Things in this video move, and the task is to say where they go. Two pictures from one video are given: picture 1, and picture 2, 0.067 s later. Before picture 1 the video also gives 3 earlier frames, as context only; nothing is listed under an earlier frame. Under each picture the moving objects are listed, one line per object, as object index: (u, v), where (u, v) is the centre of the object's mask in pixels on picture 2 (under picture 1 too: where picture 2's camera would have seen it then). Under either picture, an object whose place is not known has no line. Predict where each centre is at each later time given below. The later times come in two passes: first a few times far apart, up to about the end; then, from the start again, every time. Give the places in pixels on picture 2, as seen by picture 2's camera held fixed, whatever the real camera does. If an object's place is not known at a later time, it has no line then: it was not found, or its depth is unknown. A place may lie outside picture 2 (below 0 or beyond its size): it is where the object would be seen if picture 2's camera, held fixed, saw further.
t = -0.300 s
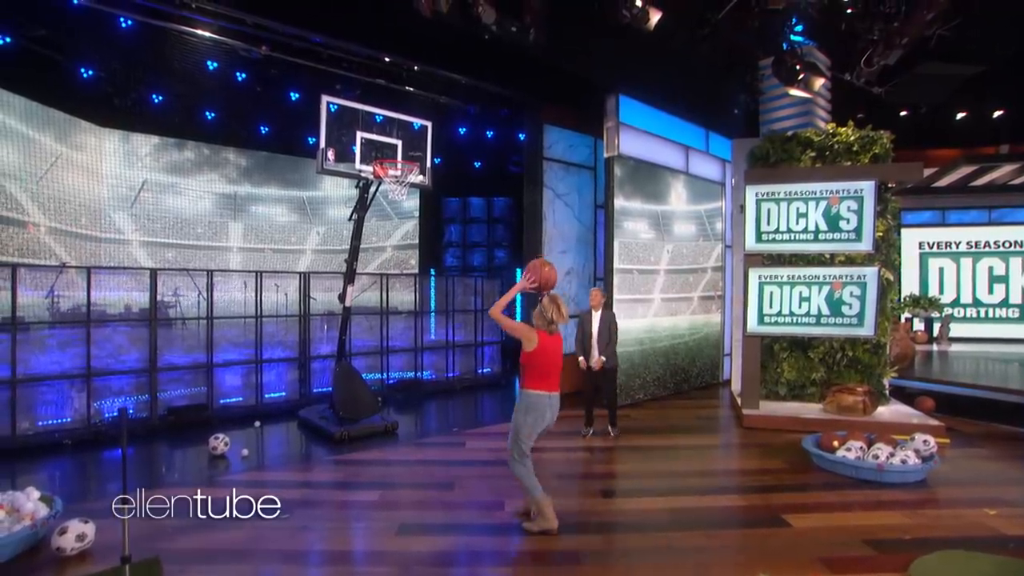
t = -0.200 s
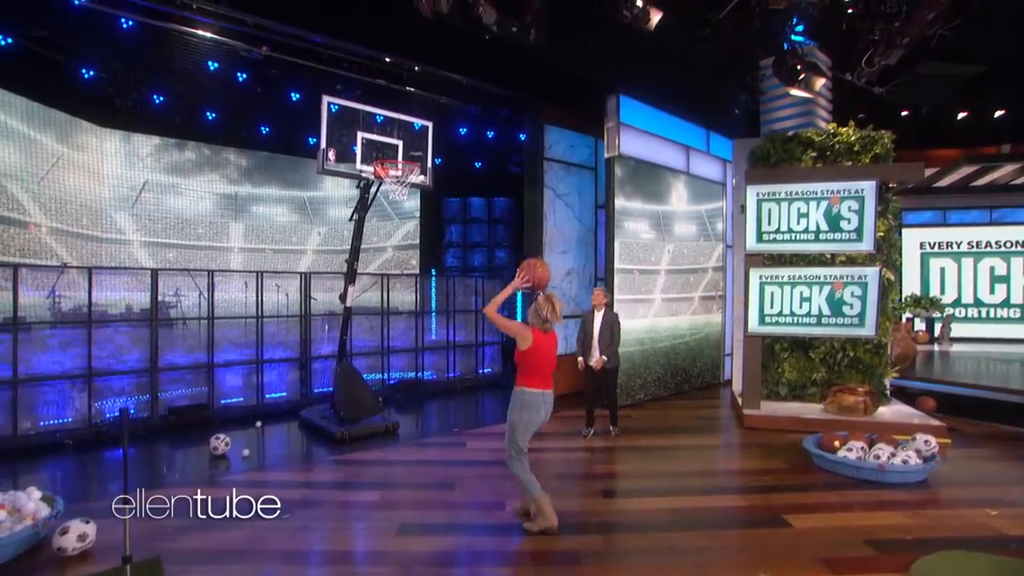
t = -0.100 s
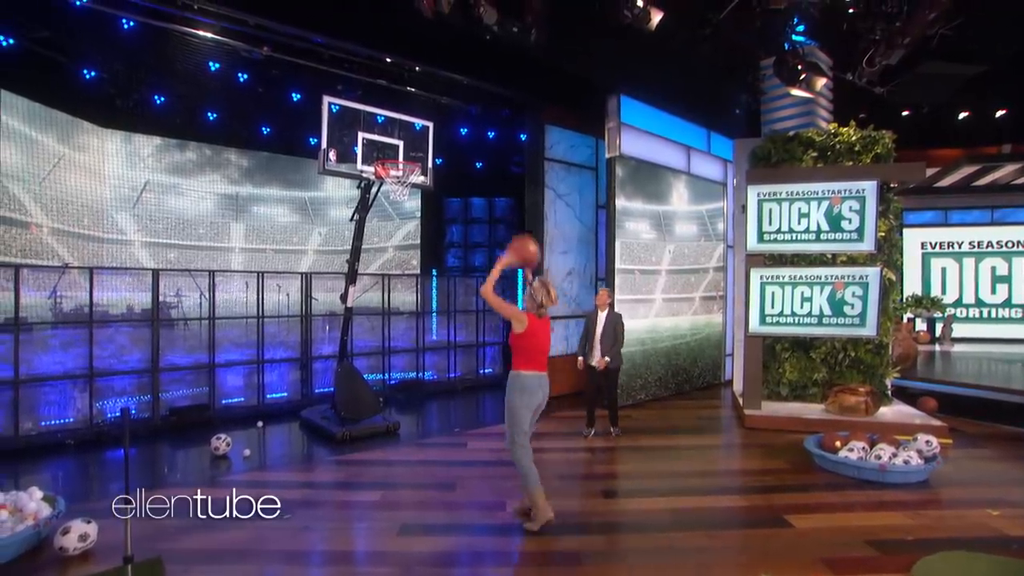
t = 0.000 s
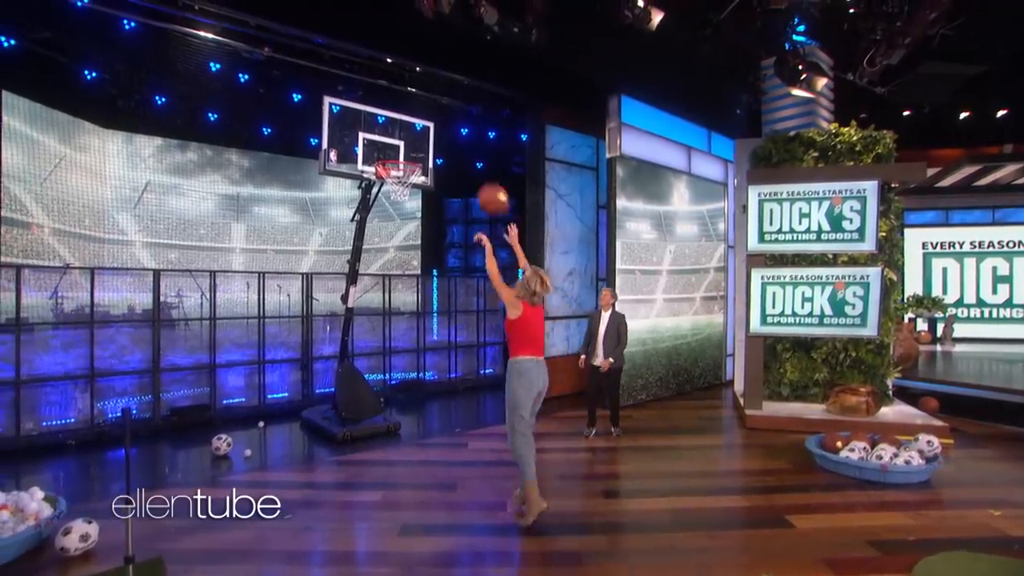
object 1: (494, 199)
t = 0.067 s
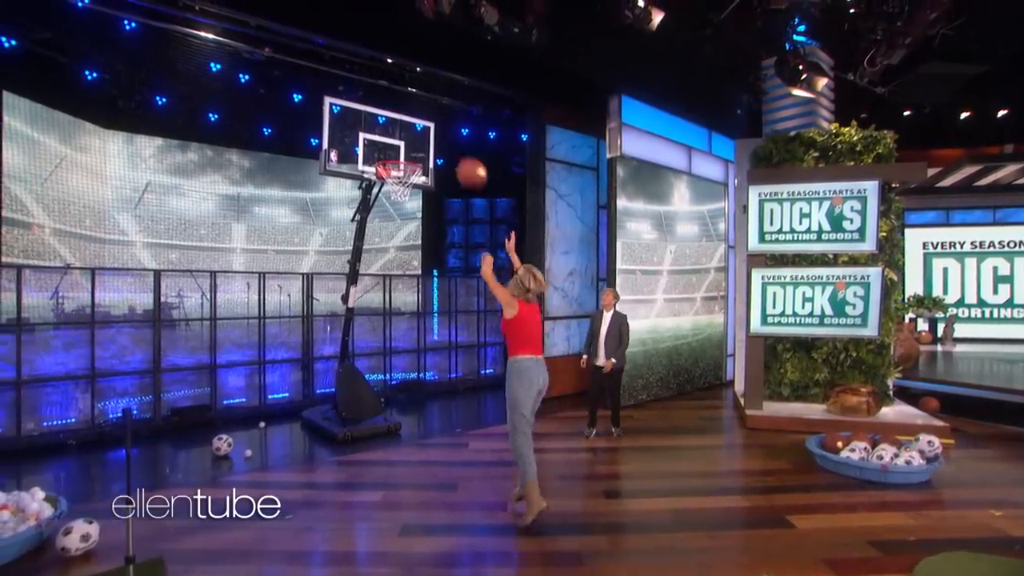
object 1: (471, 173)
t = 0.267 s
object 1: (415, 133)
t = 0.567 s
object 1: (365, 147)
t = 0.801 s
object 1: (363, 171)
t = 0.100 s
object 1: (461, 162)
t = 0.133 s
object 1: (451, 153)
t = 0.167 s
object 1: (442, 146)
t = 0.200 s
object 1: (432, 140)
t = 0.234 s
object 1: (423, 136)
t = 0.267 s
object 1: (415, 133)
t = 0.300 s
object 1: (406, 131)
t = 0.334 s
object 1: (399, 131)
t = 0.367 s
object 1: (391, 131)
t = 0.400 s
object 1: (384, 132)
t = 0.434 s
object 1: (377, 135)
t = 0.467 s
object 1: (370, 138)
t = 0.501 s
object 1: (363, 143)
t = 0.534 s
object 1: (362, 145)
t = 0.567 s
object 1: (365, 147)
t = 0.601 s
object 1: (367, 151)
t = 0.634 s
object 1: (368, 153)
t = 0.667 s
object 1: (367, 153)
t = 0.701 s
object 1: (365, 157)
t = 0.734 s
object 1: (365, 159)
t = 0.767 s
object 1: (364, 165)
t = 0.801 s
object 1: (363, 171)
